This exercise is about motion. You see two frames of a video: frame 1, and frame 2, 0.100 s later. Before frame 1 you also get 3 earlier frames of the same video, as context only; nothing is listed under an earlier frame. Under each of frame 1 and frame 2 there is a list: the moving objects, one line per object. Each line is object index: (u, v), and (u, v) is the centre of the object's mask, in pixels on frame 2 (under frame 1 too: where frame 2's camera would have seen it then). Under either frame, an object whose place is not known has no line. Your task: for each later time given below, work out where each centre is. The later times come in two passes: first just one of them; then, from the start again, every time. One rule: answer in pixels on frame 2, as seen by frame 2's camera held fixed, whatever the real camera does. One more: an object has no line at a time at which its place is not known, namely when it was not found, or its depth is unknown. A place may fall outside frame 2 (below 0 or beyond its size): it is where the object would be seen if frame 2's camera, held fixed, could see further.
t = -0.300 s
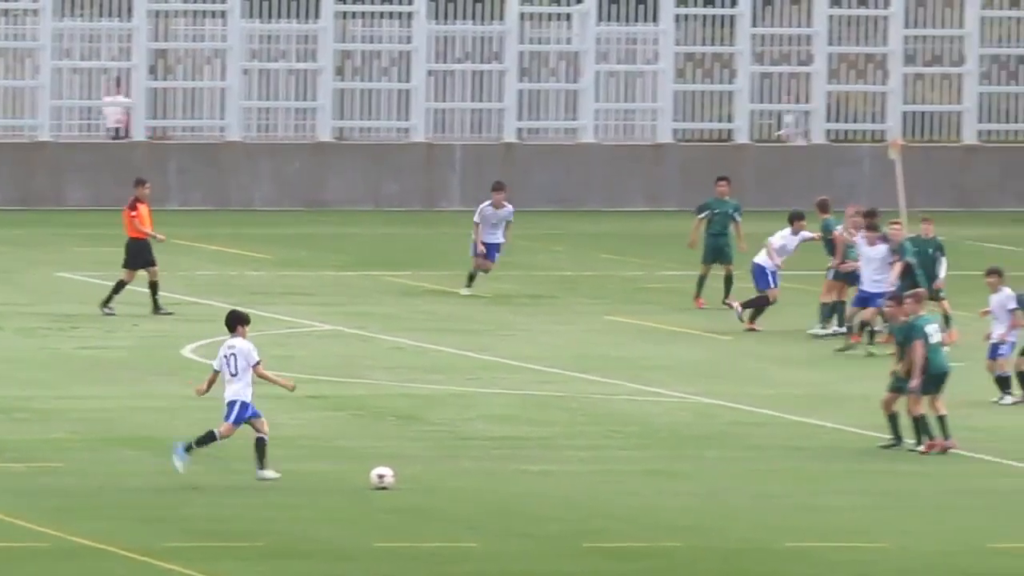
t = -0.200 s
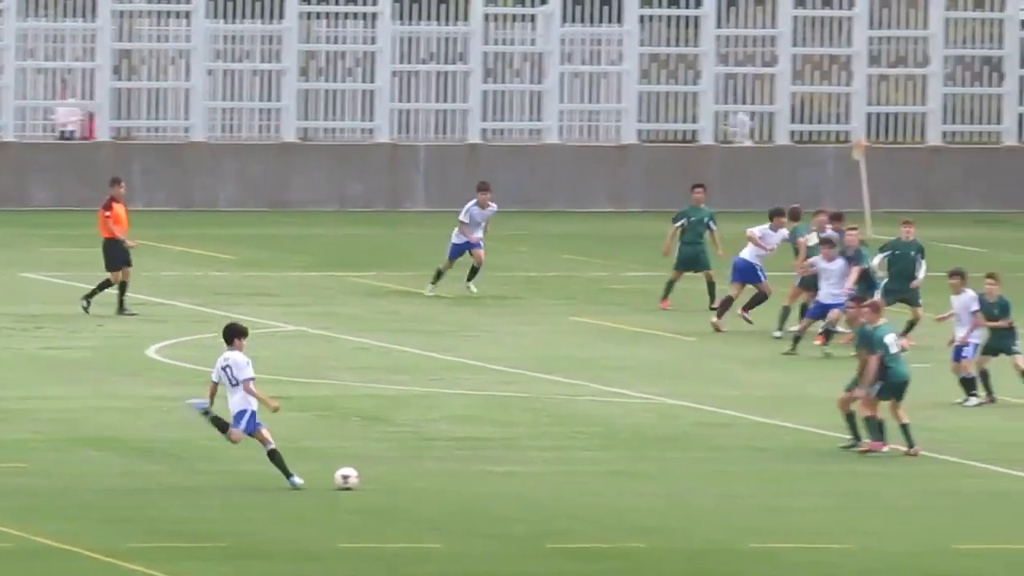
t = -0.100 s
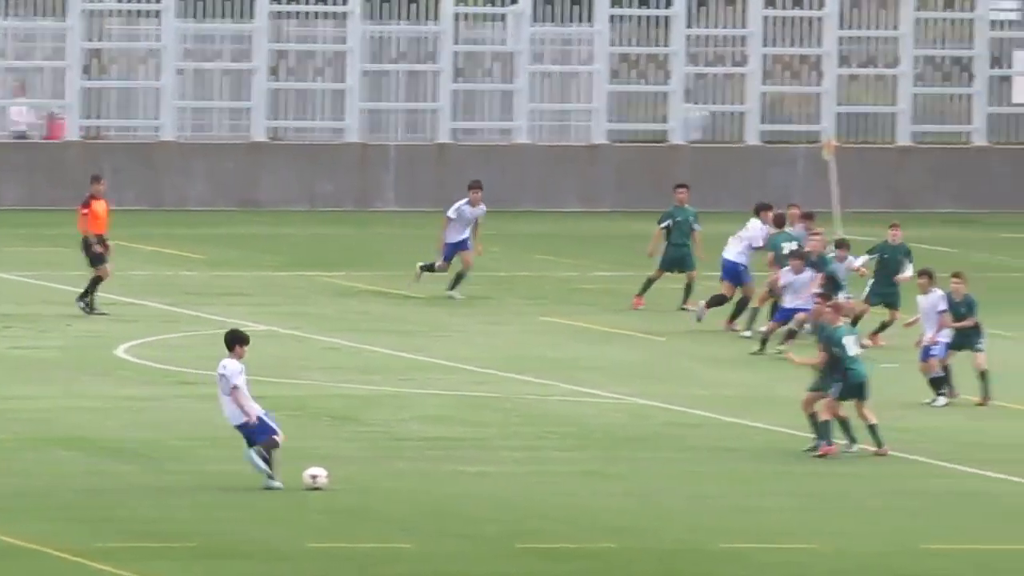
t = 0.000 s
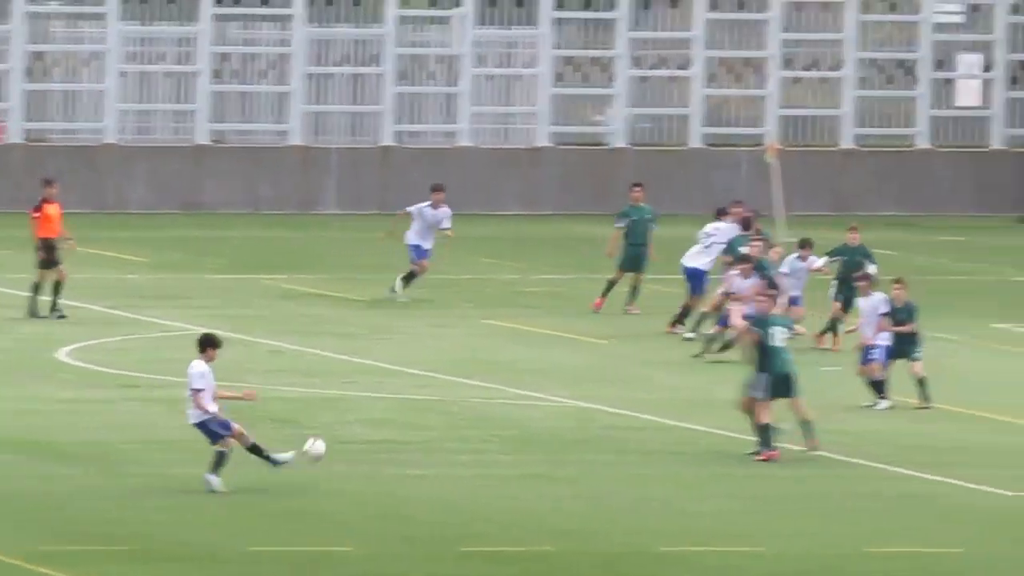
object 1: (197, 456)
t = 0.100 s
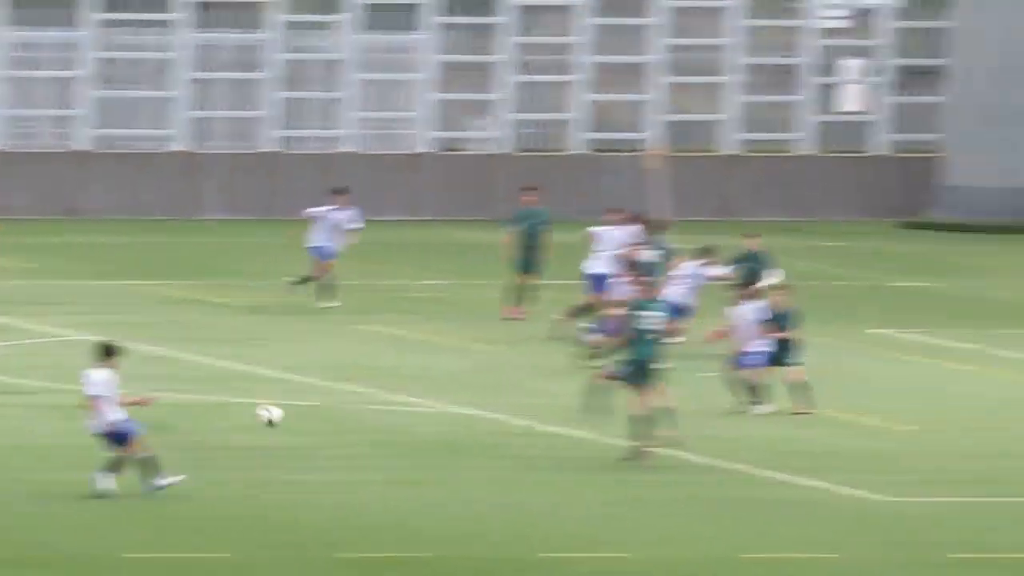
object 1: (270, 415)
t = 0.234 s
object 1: (350, 381)
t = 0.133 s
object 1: (293, 404)
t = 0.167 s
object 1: (313, 395)
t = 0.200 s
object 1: (331, 387)
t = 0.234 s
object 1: (350, 381)
